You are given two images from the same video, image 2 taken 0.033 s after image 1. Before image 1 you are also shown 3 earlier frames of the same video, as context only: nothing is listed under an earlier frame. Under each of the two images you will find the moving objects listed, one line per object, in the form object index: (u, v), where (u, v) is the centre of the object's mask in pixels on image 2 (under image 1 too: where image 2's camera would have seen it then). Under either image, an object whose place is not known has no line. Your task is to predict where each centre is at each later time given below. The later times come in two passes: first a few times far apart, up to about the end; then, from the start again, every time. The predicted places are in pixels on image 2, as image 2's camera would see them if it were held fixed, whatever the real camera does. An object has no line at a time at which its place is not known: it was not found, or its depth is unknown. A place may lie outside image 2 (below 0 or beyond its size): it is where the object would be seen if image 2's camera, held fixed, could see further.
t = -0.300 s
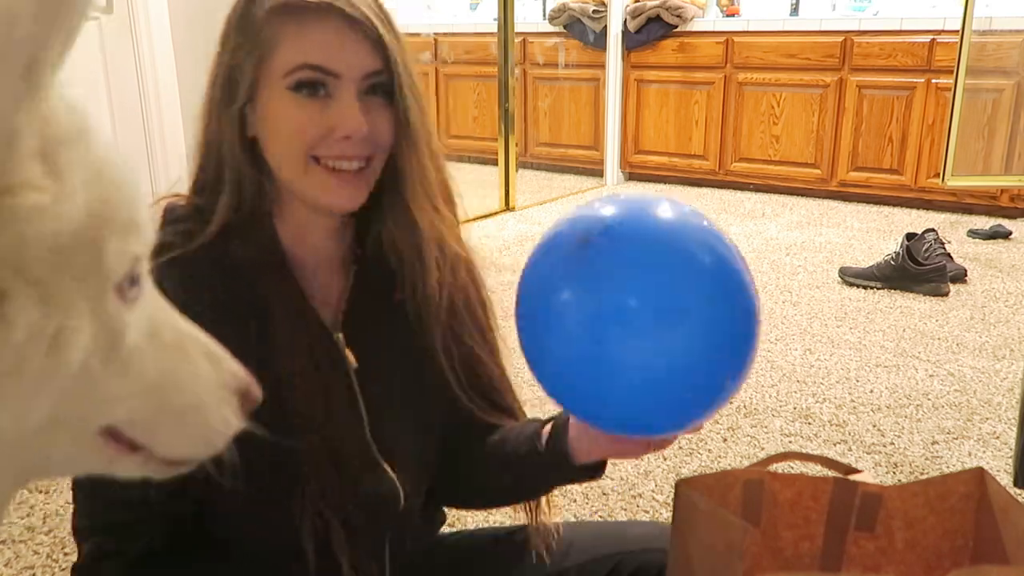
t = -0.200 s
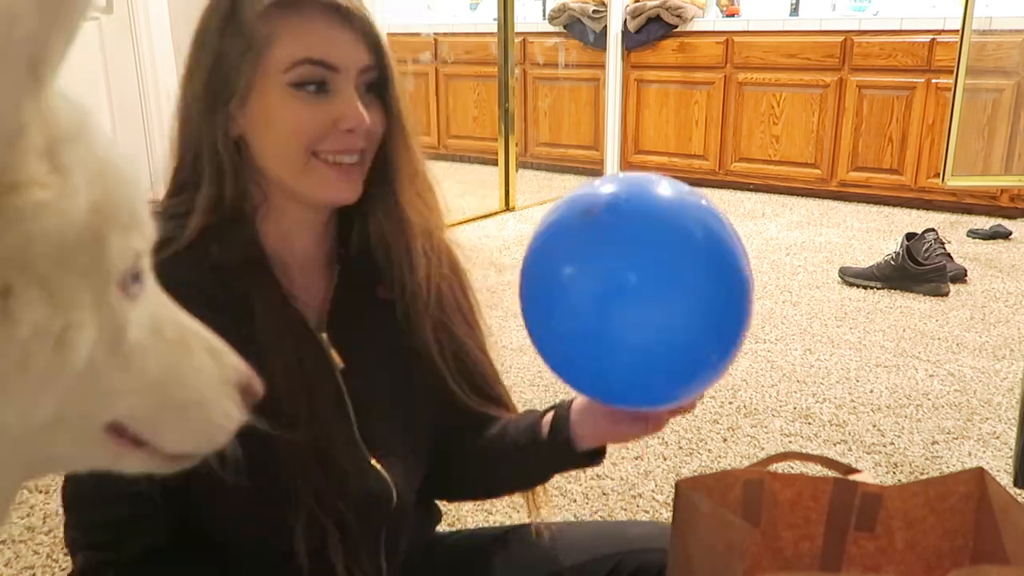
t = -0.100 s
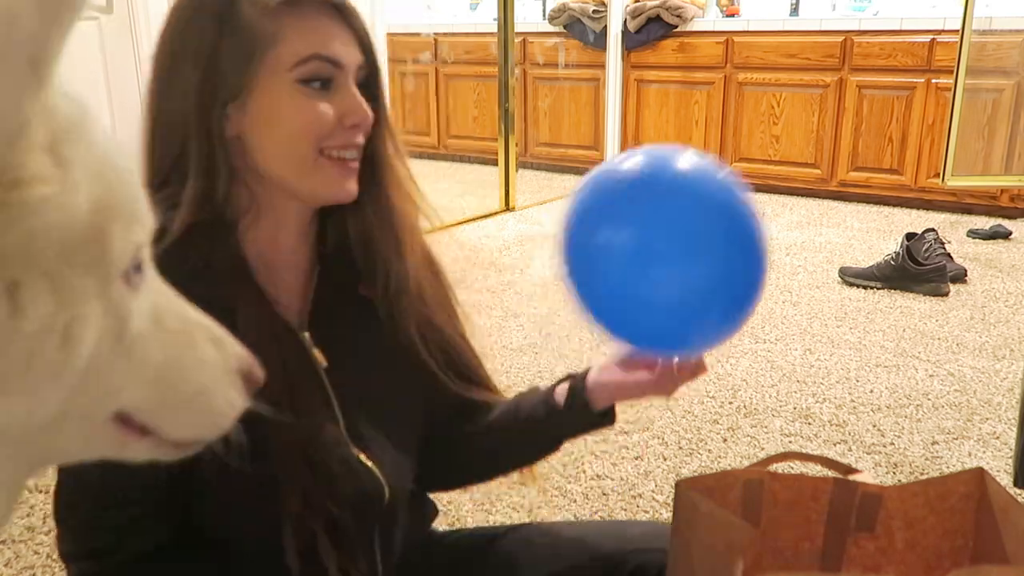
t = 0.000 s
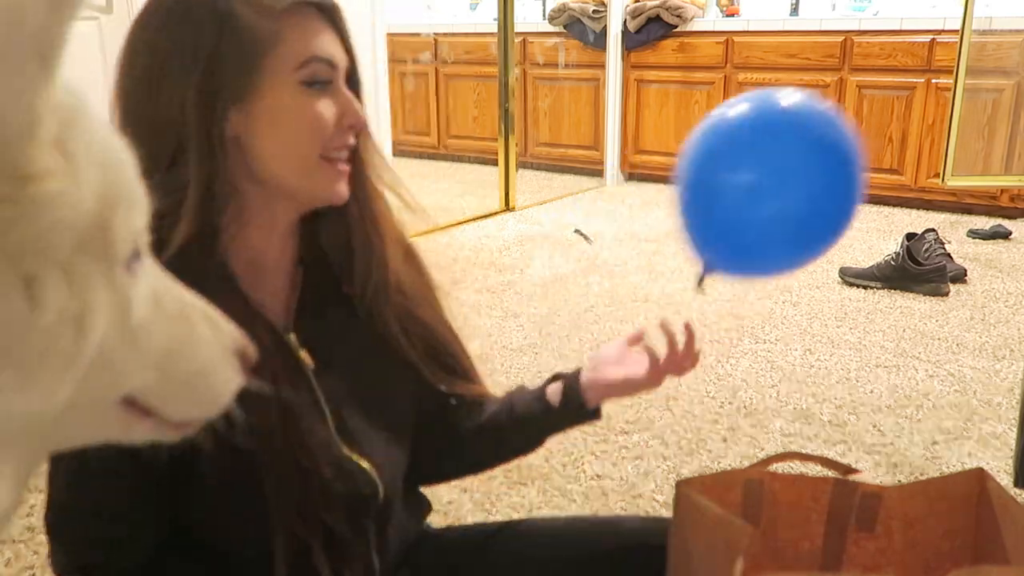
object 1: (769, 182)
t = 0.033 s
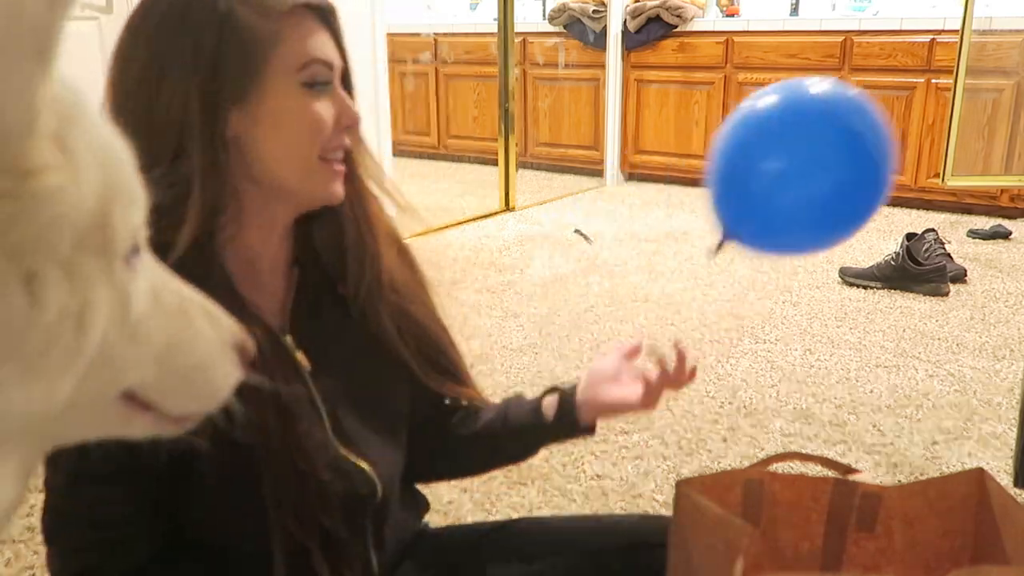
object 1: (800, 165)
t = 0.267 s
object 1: (954, 143)
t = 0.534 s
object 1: (980, 190)
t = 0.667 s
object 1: (954, 211)
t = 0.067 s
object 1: (829, 154)
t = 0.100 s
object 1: (856, 145)
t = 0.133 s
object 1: (880, 139)
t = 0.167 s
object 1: (904, 137)
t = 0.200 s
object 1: (925, 136)
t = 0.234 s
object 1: (942, 139)
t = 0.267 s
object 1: (954, 143)
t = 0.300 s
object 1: (964, 148)
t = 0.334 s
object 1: (972, 156)
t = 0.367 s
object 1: (979, 165)
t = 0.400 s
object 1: (986, 175)
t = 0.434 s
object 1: (990, 186)
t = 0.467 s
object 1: (989, 189)
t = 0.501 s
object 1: (985, 189)
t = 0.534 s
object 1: (980, 190)
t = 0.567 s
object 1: (975, 192)
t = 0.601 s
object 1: (969, 197)
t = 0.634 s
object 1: (963, 204)
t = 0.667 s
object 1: (954, 211)
